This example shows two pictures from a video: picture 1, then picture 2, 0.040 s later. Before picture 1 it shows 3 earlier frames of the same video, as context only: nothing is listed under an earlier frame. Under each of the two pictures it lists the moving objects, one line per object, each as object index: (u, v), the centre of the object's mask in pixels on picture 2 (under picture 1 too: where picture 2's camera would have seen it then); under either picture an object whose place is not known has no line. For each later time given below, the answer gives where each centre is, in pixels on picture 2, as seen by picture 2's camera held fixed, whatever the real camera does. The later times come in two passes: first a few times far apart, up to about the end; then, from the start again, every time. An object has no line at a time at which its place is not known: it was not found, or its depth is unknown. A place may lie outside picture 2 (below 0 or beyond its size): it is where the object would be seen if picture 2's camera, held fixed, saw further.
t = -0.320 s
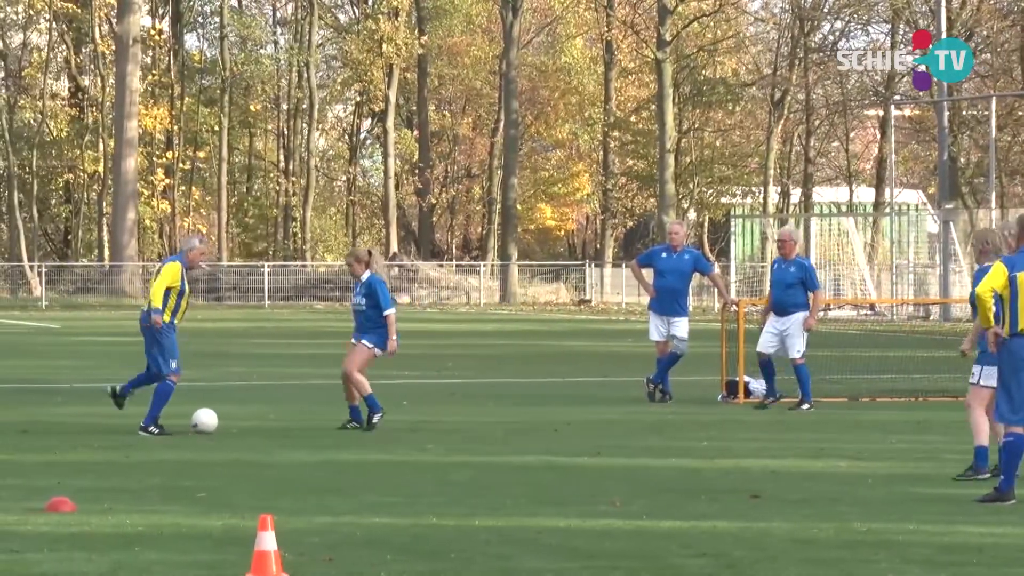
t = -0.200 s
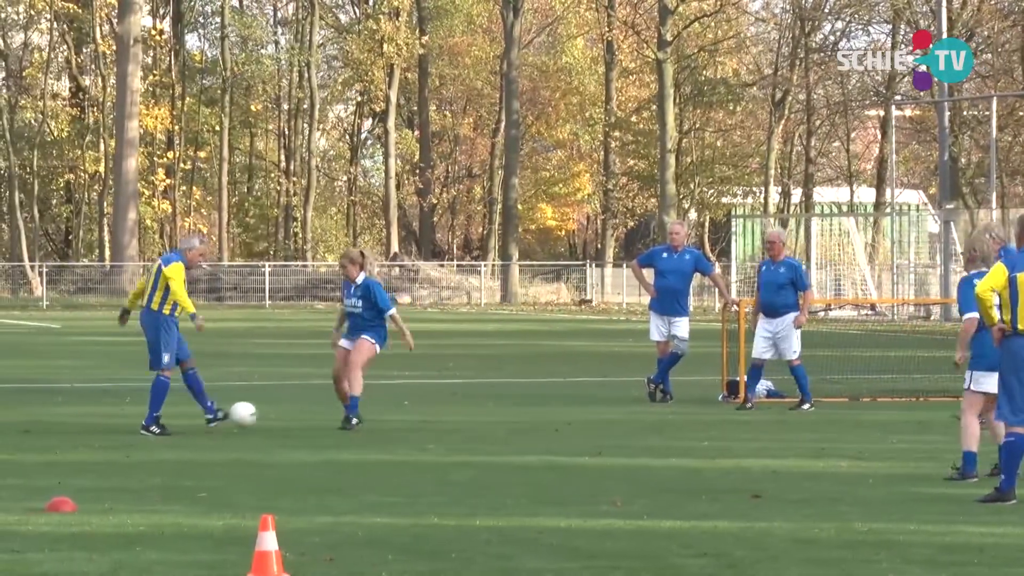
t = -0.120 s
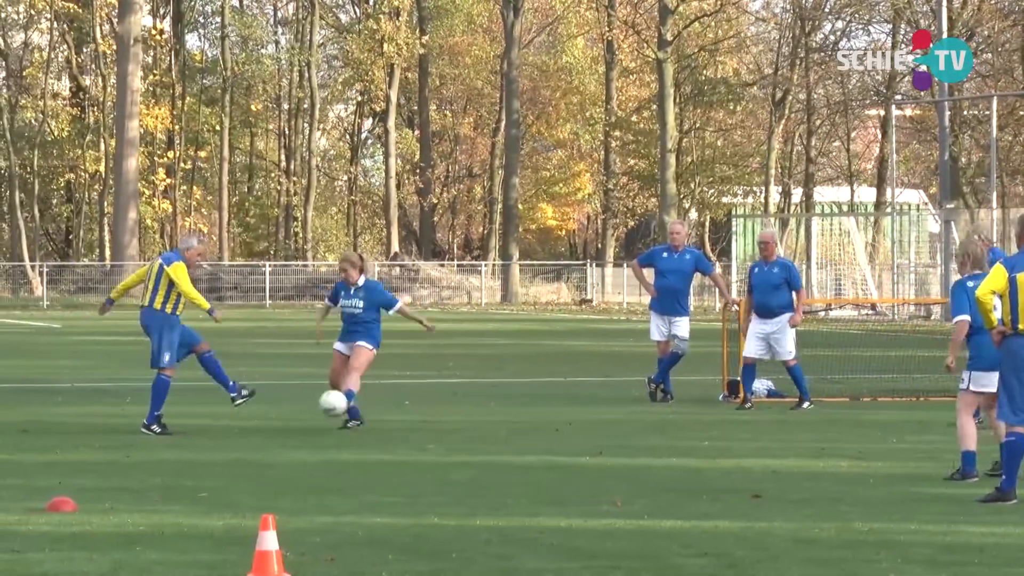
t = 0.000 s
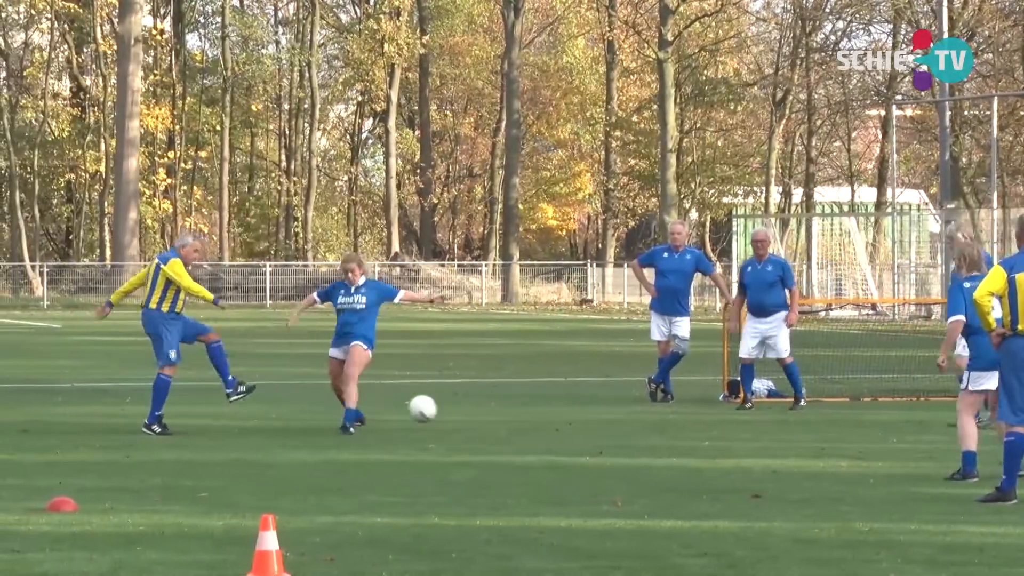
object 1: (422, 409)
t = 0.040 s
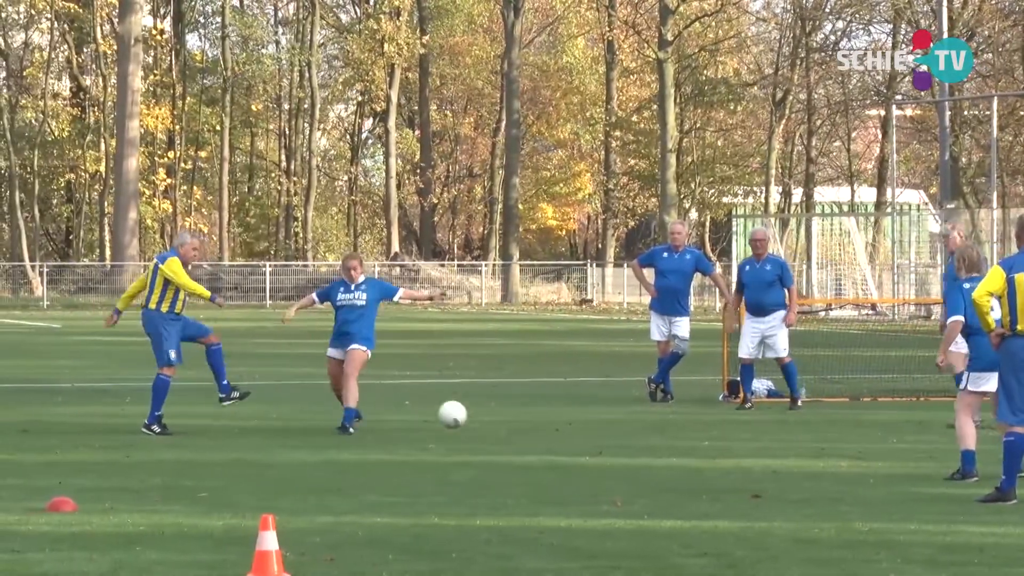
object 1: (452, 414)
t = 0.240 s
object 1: (580, 420)
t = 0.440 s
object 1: (690, 429)
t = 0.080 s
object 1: (483, 422)
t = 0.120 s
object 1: (512, 428)
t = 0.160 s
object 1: (535, 424)
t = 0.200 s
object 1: (557, 421)
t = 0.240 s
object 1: (580, 420)
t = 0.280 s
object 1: (603, 421)
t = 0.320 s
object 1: (626, 424)
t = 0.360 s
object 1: (649, 430)
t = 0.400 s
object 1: (670, 432)
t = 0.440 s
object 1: (690, 429)
